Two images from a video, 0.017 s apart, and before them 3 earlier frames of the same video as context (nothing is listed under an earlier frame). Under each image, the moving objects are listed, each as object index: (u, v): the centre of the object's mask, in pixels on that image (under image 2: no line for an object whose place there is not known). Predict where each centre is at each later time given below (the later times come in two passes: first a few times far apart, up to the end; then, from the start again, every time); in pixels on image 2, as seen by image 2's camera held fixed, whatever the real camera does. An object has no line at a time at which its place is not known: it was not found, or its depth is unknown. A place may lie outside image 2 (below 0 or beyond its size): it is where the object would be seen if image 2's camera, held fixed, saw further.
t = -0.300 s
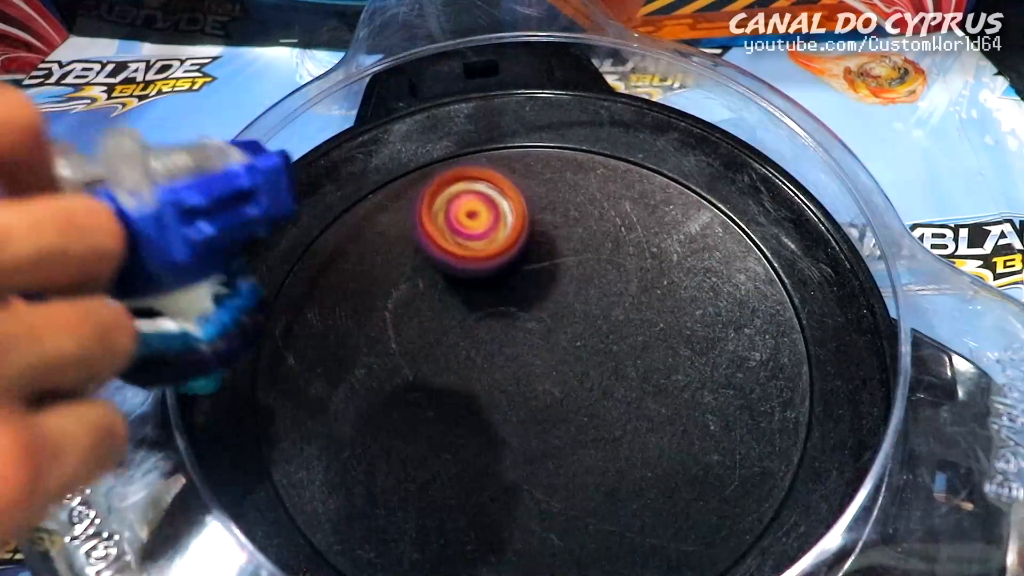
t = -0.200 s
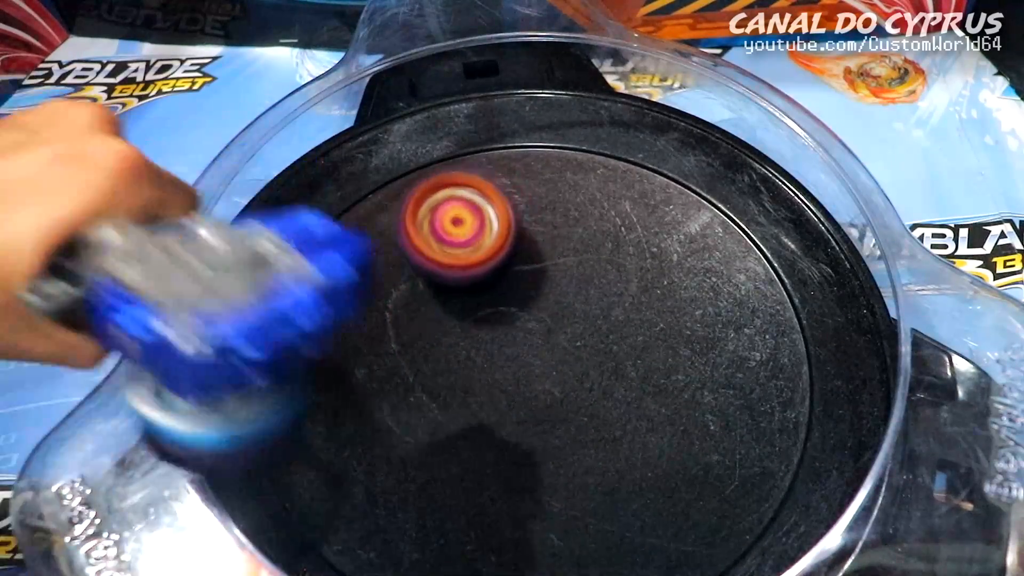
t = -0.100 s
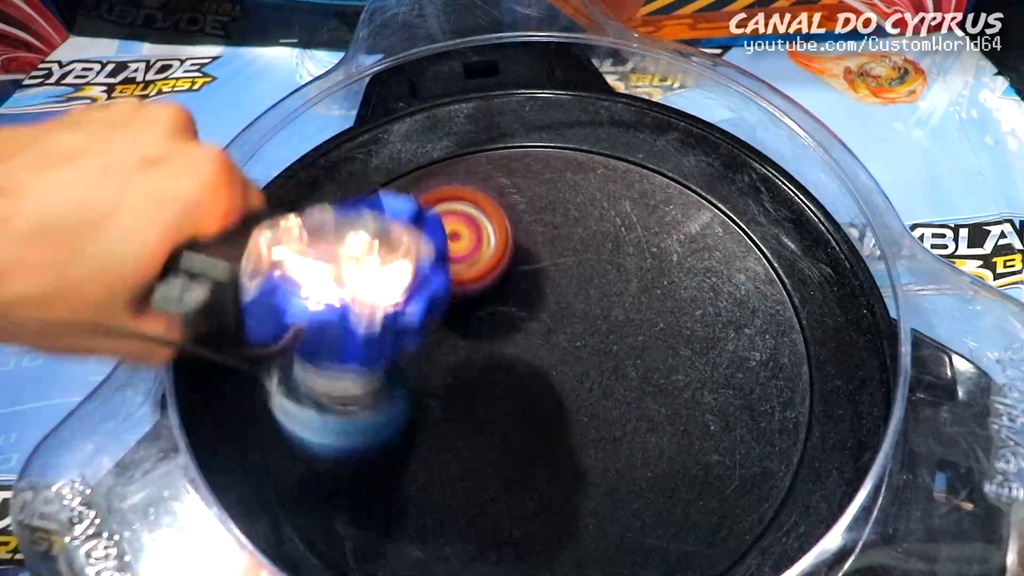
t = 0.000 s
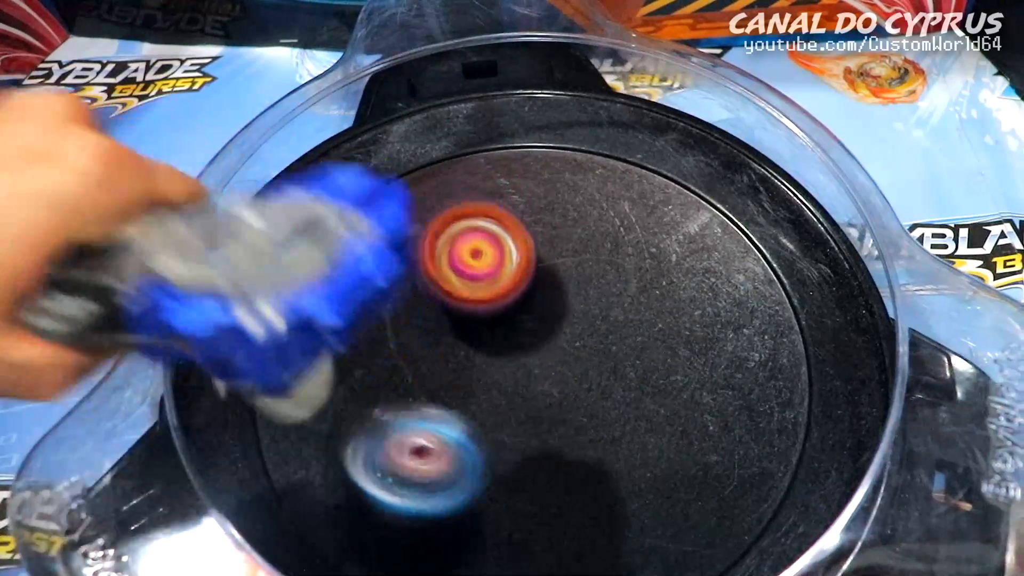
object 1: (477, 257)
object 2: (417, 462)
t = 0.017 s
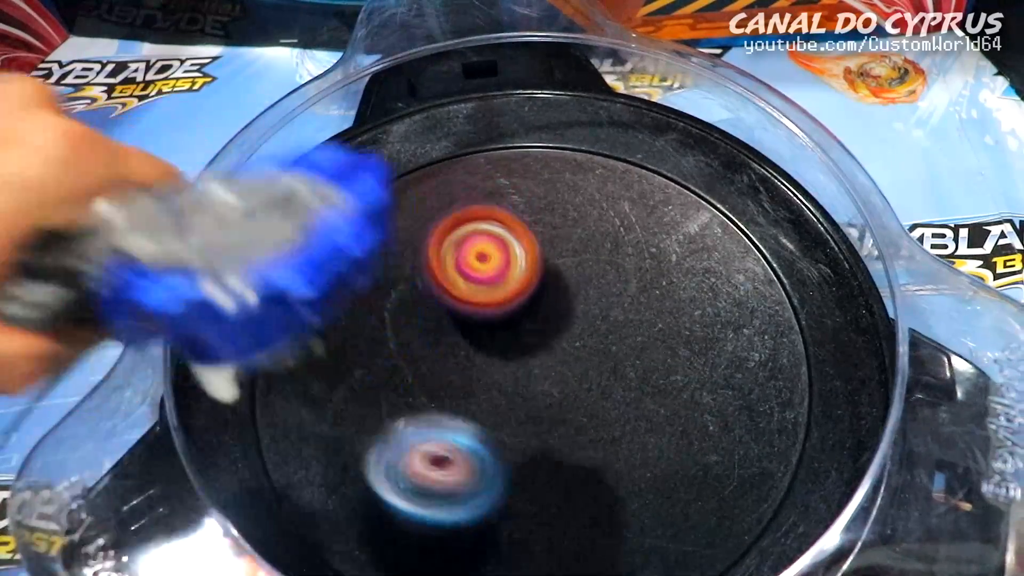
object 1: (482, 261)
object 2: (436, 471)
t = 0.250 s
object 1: (577, 292)
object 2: (788, 418)
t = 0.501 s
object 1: (623, 276)
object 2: (868, 323)
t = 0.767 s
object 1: (604, 264)
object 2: (698, 380)
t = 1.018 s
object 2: (440, 404)
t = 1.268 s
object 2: (521, 306)
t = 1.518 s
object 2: (563, 195)
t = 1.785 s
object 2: (584, 81)
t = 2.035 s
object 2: (512, 123)
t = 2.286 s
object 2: (580, 335)
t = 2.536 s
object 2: (695, 302)
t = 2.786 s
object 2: (599, 320)
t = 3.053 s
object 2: (526, 308)
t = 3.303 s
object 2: (493, 278)
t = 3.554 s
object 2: (486, 270)
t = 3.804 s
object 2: (486, 291)
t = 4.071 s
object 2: (480, 328)
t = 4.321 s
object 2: (474, 349)
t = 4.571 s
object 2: (522, 340)
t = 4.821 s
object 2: (594, 370)
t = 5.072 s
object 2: (574, 393)
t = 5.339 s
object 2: (554, 385)
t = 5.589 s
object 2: (573, 372)
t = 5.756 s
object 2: (581, 367)
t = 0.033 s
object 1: (489, 264)
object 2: (456, 474)
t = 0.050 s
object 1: (495, 267)
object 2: (483, 472)
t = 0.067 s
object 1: (501, 271)
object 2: (507, 473)
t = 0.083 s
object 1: (508, 274)
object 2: (533, 472)
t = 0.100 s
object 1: (514, 277)
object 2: (557, 469)
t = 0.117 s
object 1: (522, 279)
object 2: (585, 466)
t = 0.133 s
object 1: (528, 282)
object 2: (612, 462)
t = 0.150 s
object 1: (535, 284)
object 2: (638, 457)
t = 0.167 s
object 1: (543, 285)
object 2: (666, 452)
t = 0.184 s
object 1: (550, 288)
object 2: (692, 446)
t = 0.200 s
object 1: (557, 289)
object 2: (718, 439)
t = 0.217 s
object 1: (564, 290)
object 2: (742, 433)
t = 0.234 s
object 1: (572, 291)
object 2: (765, 425)
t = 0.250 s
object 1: (577, 292)
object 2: (788, 418)
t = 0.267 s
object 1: (584, 292)
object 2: (805, 410)
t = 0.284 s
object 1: (589, 292)
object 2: (817, 399)
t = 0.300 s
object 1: (594, 292)
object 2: (827, 392)
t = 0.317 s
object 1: (597, 292)
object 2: (834, 383)
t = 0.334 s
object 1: (601, 290)
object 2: (841, 373)
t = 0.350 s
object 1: (604, 290)
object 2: (846, 366)
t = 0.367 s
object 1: (607, 289)
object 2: (850, 359)
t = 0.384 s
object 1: (610, 288)
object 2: (853, 352)
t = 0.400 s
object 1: (612, 286)
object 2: (868, 348)
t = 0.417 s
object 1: (615, 284)
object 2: (870, 340)
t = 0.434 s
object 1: (617, 283)
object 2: (873, 334)
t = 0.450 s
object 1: (618, 281)
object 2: (876, 328)
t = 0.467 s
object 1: (620, 280)
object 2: (876, 324)
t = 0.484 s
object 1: (622, 278)
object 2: (872, 323)
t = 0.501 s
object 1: (623, 276)
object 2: (868, 323)
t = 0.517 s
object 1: (623, 274)
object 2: (855, 321)
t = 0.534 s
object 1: (623, 271)
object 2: (853, 322)
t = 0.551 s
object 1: (623, 269)
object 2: (850, 324)
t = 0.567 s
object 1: (623, 268)
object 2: (846, 327)
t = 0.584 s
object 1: (622, 265)
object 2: (842, 329)
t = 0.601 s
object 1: (621, 263)
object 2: (838, 332)
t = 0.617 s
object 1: (620, 262)
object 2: (832, 335)
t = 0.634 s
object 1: (618, 261)
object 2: (824, 341)
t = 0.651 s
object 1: (616, 260)
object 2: (814, 342)
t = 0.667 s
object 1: (614, 259)
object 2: (801, 349)
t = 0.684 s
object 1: (613, 258)
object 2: (787, 355)
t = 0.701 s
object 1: (612, 259)
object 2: (770, 359)
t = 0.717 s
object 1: (610, 260)
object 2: (754, 365)
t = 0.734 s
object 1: (607, 261)
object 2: (737, 370)
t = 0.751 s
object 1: (606, 262)
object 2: (718, 375)
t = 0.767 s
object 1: (604, 264)
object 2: (698, 380)
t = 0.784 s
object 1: (602, 266)
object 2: (678, 384)
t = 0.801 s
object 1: (601, 269)
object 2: (657, 388)
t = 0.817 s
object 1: (600, 272)
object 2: (637, 392)
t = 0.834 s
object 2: (615, 396)
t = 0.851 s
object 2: (594, 399)
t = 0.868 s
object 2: (573, 403)
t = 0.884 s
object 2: (553, 405)
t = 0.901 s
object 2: (533, 408)
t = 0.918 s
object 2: (516, 409)
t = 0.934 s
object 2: (498, 410)
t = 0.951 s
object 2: (483, 410)
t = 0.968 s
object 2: (469, 410)
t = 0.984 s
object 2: (457, 409)
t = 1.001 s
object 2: (448, 407)
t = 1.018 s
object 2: (440, 404)
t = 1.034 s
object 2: (434, 400)
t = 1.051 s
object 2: (430, 396)
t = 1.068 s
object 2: (428, 391)
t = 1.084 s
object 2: (427, 386)
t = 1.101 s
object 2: (429, 380)
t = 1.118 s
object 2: (432, 374)
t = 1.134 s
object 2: (437, 368)
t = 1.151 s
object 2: (444, 360)
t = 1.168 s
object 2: (453, 354)
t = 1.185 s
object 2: (463, 345)
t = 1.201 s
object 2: (474, 339)
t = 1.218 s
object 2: (488, 331)
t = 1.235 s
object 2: (501, 324)
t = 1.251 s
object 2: (516, 316)
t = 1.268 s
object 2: (521, 306)
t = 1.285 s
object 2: (519, 293)
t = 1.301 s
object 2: (517, 280)
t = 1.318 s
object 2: (515, 269)
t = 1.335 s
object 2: (515, 258)
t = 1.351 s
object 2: (516, 248)
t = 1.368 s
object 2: (517, 239)
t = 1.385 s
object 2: (520, 231)
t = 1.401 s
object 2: (522, 222)
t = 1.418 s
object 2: (526, 215)
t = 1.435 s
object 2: (530, 210)
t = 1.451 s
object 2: (536, 205)
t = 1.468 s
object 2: (541, 201)
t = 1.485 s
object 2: (548, 198)
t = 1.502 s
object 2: (554, 196)
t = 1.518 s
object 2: (563, 195)
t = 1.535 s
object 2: (570, 195)
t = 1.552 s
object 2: (579, 197)
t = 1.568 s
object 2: (588, 198)
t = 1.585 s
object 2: (597, 201)
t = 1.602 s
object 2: (607, 205)
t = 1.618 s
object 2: (616, 209)
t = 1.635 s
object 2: (627, 215)
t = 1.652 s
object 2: (635, 218)
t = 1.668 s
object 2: (631, 197)
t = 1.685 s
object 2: (626, 173)
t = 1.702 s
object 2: (620, 152)
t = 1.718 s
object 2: (613, 133)
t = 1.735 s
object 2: (606, 117)
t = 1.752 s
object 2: (598, 102)
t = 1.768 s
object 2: (591, 91)
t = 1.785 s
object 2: (584, 81)
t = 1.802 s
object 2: (575, 75)
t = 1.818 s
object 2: (566, 71)
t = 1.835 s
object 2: (558, 67)
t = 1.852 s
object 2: (551, 65)
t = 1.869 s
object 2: (545, 65)
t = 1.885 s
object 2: (537, 67)
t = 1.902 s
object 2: (532, 69)
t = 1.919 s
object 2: (527, 73)
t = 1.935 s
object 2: (522, 77)
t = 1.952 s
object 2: (519, 81)
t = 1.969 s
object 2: (517, 87)
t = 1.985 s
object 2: (515, 94)
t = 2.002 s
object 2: (513, 102)
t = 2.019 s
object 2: (512, 110)
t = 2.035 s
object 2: (512, 123)
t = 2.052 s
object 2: (511, 136)
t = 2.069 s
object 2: (512, 147)
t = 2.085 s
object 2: (513, 163)
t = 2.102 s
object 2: (515, 179)
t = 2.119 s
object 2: (518, 195)
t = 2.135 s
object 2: (521, 210)
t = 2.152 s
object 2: (524, 226)
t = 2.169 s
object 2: (528, 242)
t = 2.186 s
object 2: (533, 258)
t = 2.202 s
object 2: (538, 274)
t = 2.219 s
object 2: (543, 290)
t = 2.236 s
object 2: (548, 305)
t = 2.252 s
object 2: (553, 320)
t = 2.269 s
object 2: (560, 335)
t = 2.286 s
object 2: (580, 335)
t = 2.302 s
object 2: (600, 331)
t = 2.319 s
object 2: (621, 327)
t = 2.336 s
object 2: (638, 325)
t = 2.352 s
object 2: (655, 321)
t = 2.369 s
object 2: (669, 318)
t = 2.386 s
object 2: (680, 315)
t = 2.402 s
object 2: (690, 312)
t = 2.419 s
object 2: (697, 309)
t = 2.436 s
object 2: (702, 306)
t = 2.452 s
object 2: (704, 304)
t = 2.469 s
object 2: (705, 303)
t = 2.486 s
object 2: (704, 302)
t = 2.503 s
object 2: (703, 303)
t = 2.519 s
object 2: (699, 302)
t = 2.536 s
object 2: (695, 302)
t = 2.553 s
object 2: (688, 303)
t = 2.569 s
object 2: (683, 304)
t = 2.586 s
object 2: (676, 307)
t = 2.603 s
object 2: (669, 307)
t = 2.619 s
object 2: (662, 308)
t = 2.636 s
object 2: (655, 310)
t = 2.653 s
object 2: (648, 311)
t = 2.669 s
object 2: (641, 313)
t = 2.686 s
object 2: (634, 315)
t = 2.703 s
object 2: (628, 316)
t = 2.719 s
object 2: (622, 317)
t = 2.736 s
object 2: (615, 318)
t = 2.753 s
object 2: (610, 318)
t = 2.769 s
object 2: (605, 319)
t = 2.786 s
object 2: (599, 320)
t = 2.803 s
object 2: (594, 320)
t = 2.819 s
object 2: (589, 319)
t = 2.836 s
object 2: (584, 319)
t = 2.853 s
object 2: (579, 318)
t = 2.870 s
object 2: (574, 318)
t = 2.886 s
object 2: (570, 317)
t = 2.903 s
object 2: (565, 316)
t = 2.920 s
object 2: (560, 315)
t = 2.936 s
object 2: (555, 315)
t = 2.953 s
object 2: (551, 315)
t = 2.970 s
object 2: (546, 314)
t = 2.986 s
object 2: (541, 313)
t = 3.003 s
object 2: (537, 311)
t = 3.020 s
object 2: (534, 310)
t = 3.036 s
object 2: (530, 310)
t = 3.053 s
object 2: (526, 308)
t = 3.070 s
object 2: (523, 306)
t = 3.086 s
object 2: (520, 305)
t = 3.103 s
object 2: (517, 303)
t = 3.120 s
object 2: (514, 302)
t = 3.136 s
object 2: (512, 299)
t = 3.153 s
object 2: (509, 297)
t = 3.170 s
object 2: (507, 294)
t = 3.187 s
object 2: (504, 292)
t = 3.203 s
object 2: (503, 290)
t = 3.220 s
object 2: (501, 287)
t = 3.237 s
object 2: (499, 285)
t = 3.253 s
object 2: (497, 284)
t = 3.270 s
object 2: (495, 282)
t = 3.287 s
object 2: (494, 280)
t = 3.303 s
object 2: (493, 278)
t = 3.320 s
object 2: (492, 276)
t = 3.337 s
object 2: (491, 275)
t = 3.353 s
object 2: (490, 273)
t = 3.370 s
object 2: (489, 272)
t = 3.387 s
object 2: (488, 271)
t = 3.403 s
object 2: (488, 270)
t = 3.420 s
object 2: (487, 269)
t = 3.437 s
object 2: (486, 268)
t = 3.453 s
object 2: (486, 268)
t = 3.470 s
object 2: (486, 268)
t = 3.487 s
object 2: (486, 268)
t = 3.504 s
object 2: (486, 268)
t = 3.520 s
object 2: (486, 269)
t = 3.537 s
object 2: (486, 269)
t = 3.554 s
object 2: (486, 270)
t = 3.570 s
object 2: (486, 271)
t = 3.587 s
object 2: (486, 272)
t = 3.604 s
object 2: (486, 272)
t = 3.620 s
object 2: (486, 274)
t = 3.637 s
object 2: (486, 275)
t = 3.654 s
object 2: (486, 276)
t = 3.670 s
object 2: (486, 278)
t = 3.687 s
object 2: (486, 279)
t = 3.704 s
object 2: (486, 281)
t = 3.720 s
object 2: (486, 282)
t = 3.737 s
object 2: (486, 284)
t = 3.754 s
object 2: (486, 286)
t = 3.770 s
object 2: (486, 287)
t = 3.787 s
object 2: (486, 289)
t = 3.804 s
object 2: (486, 291)
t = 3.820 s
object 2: (486, 293)
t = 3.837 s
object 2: (486, 295)
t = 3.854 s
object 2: (486, 296)
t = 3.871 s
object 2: (485, 299)
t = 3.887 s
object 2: (485, 301)
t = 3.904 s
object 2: (485, 303)
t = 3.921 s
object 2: (485, 305)
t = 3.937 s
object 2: (484, 308)
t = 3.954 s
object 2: (484, 310)
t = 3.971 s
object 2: (484, 313)
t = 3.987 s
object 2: (484, 315)
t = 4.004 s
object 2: (483, 318)
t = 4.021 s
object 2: (482, 321)
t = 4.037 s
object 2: (482, 323)
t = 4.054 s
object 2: (481, 325)
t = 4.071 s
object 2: (480, 328)
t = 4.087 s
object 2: (480, 331)
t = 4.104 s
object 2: (479, 333)
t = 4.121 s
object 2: (478, 336)
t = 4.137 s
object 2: (477, 339)
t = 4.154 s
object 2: (476, 342)
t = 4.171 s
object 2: (476, 344)
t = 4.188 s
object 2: (476, 343)
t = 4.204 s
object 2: (476, 343)
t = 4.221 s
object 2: (477, 342)
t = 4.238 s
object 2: (477, 342)
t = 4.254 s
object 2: (476, 343)
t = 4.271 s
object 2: (476, 344)
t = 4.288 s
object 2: (476, 346)
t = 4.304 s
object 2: (475, 347)
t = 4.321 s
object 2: (474, 349)
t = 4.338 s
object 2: (475, 346)
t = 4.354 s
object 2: (478, 340)
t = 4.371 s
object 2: (481, 335)
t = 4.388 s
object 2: (484, 330)
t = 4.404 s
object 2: (487, 327)
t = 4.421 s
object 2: (490, 325)
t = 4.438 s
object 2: (493, 325)
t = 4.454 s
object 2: (497, 324)
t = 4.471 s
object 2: (501, 325)
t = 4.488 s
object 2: (505, 326)
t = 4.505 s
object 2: (508, 328)
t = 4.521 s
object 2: (511, 331)
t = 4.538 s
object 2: (515, 334)
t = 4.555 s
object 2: (519, 336)
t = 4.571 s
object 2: (522, 340)
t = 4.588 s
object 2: (525, 343)
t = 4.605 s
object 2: (528, 347)
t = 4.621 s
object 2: (530, 351)
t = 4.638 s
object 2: (532, 355)
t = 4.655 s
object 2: (534, 358)
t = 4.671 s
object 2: (536, 362)
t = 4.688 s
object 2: (546, 363)
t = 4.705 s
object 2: (558, 362)
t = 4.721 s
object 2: (567, 363)
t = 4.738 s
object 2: (575, 363)
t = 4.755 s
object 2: (580, 364)
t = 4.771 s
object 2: (585, 365)
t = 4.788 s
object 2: (589, 366)
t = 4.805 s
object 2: (592, 368)
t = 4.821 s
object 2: (594, 370)
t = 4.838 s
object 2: (595, 371)
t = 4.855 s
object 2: (595, 373)
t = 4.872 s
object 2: (594, 375)
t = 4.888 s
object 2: (594, 377)
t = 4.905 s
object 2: (592, 379)
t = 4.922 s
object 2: (590, 381)
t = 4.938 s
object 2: (589, 383)
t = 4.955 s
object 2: (587, 385)
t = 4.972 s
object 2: (585, 386)
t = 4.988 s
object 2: (584, 388)
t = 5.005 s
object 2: (581, 389)
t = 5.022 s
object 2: (579, 391)
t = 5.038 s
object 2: (578, 392)
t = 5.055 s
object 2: (576, 392)
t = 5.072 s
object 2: (574, 393)
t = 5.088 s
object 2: (572, 395)
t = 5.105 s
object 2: (570, 395)
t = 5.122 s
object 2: (567, 396)
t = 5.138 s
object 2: (565, 396)
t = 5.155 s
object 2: (563, 396)
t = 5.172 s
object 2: (561, 396)
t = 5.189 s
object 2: (560, 395)
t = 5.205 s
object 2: (558, 395)
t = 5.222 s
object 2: (558, 394)
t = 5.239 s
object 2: (557, 393)
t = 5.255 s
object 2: (556, 392)
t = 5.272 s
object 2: (555, 391)
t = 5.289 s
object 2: (554, 390)
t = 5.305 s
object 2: (554, 389)
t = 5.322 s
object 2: (554, 387)
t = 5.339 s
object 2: (554, 385)
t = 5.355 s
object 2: (553, 383)
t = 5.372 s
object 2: (554, 381)
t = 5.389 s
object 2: (555, 380)
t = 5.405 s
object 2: (556, 378)
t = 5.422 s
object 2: (558, 376)
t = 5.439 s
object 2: (560, 375)
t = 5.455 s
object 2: (562, 375)
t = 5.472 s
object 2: (563, 374)
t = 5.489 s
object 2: (564, 373)
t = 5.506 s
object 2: (564, 372)
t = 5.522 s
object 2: (565, 371)
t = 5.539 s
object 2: (566, 371)
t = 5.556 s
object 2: (567, 371)
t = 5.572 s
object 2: (571, 372)
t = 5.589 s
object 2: (573, 372)
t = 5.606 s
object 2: (575, 372)
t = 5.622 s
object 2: (576, 372)
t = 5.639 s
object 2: (577, 371)
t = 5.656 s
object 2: (577, 371)
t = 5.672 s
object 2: (578, 370)
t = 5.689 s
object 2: (579, 370)
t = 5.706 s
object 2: (579, 369)
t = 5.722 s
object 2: (580, 368)
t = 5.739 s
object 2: (580, 367)
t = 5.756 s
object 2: (581, 367)
